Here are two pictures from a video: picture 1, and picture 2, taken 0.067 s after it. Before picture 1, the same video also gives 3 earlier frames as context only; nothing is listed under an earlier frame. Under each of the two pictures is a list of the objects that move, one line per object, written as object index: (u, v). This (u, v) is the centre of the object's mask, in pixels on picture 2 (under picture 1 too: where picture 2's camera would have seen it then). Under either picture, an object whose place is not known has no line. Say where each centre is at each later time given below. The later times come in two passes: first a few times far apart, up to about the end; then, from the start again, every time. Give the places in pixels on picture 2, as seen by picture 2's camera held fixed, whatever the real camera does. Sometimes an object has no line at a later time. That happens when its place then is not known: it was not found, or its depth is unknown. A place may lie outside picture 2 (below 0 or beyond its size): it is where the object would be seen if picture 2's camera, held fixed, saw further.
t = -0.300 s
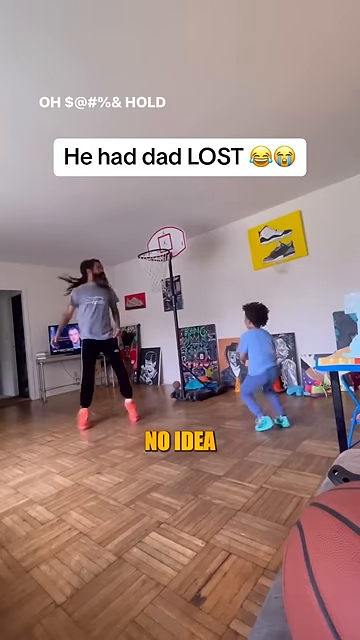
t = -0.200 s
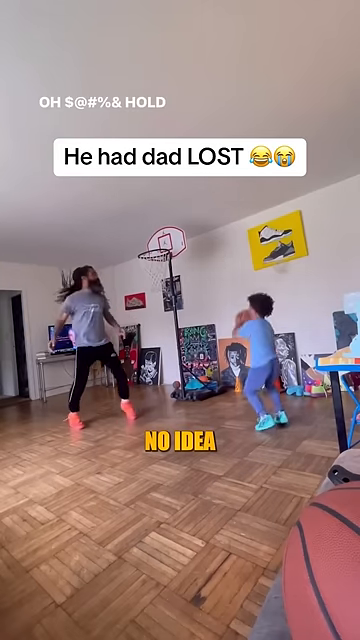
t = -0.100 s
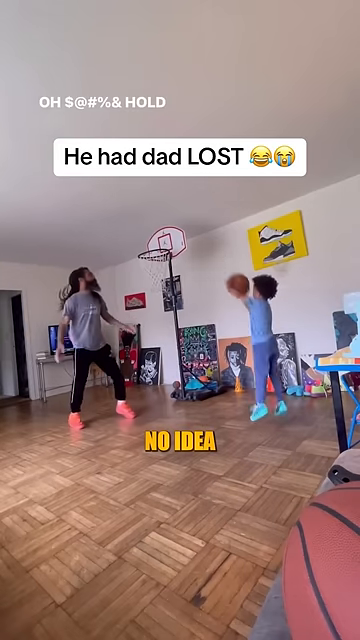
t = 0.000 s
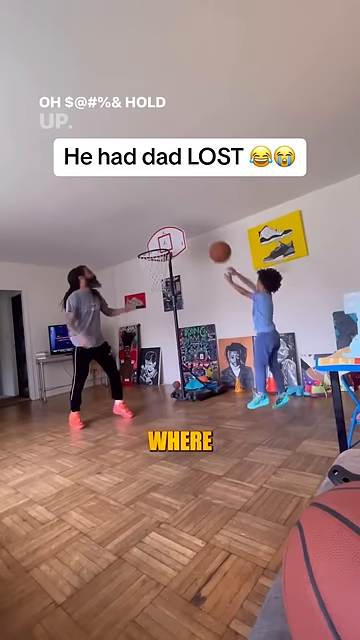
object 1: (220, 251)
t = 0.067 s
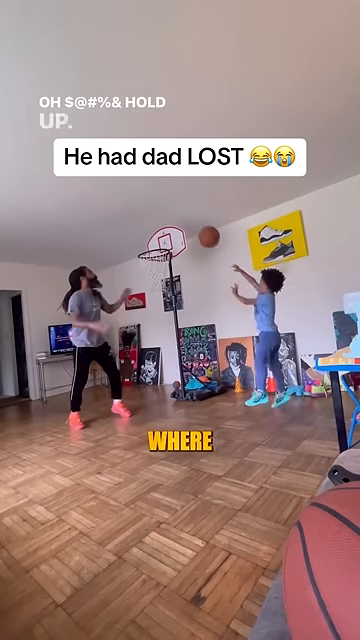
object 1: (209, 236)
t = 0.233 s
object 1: (186, 218)
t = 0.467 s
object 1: (162, 230)
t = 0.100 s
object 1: (203, 230)
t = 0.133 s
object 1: (199, 226)
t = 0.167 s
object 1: (194, 222)
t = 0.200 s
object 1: (190, 220)
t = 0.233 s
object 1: (186, 218)
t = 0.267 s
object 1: (181, 217)
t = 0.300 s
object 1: (178, 218)
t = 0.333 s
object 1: (174, 219)
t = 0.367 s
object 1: (171, 220)
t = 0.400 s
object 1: (168, 223)
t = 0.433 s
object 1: (164, 226)
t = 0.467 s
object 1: (162, 230)
